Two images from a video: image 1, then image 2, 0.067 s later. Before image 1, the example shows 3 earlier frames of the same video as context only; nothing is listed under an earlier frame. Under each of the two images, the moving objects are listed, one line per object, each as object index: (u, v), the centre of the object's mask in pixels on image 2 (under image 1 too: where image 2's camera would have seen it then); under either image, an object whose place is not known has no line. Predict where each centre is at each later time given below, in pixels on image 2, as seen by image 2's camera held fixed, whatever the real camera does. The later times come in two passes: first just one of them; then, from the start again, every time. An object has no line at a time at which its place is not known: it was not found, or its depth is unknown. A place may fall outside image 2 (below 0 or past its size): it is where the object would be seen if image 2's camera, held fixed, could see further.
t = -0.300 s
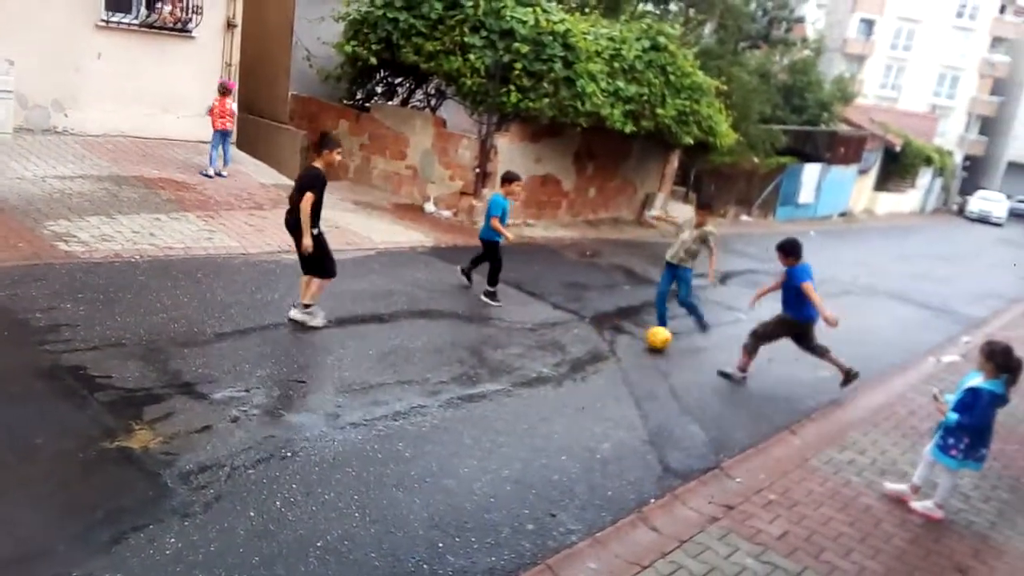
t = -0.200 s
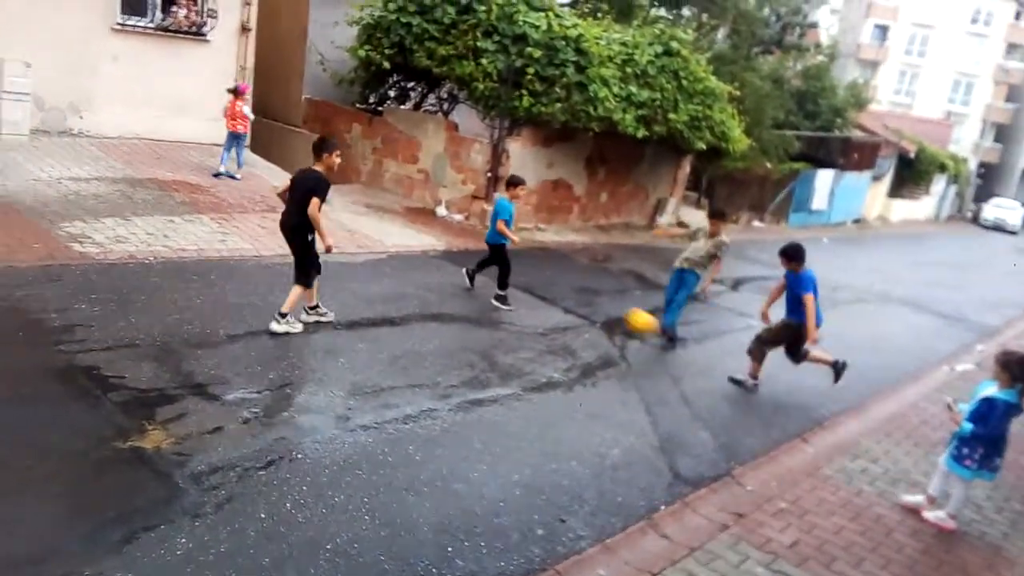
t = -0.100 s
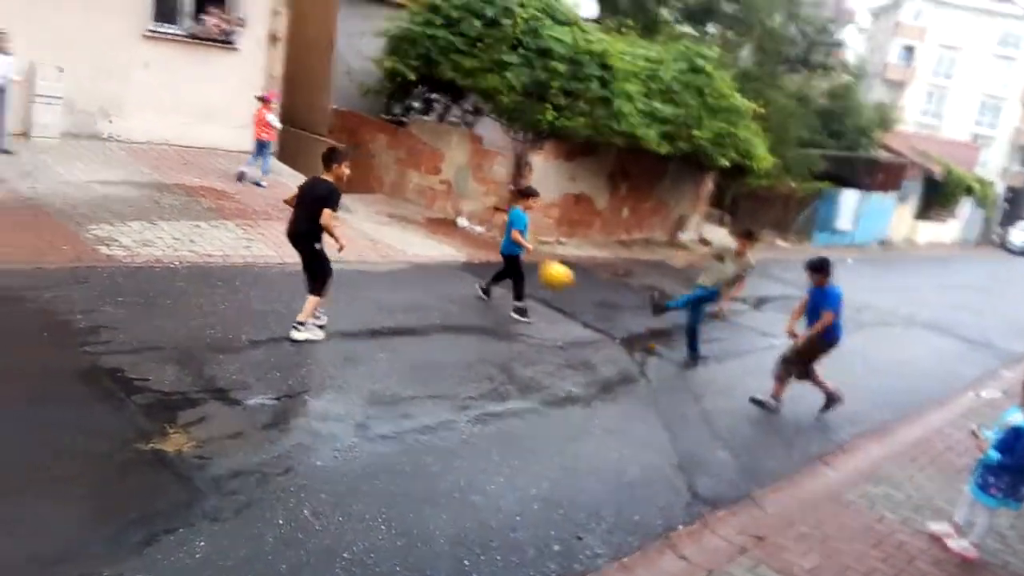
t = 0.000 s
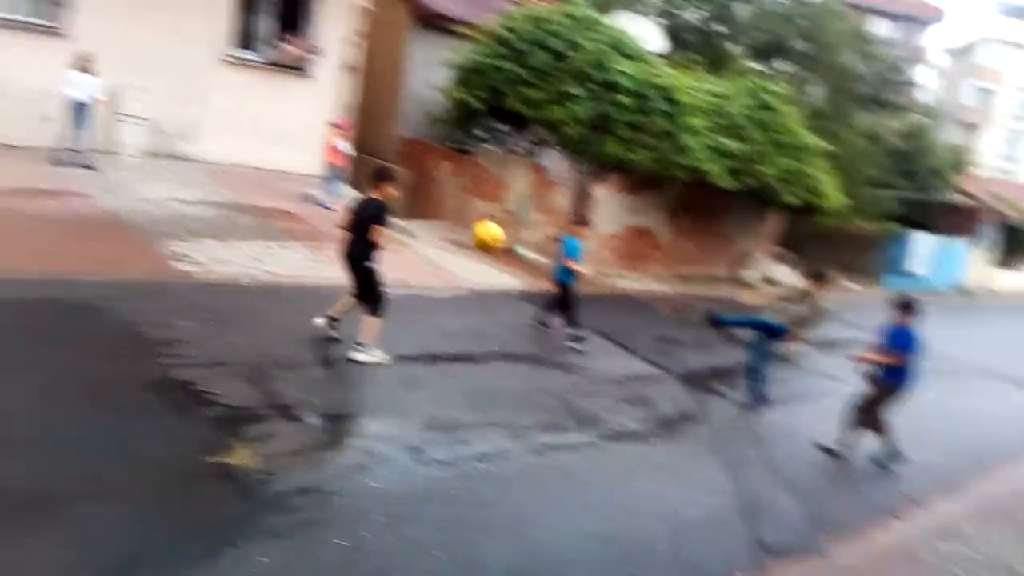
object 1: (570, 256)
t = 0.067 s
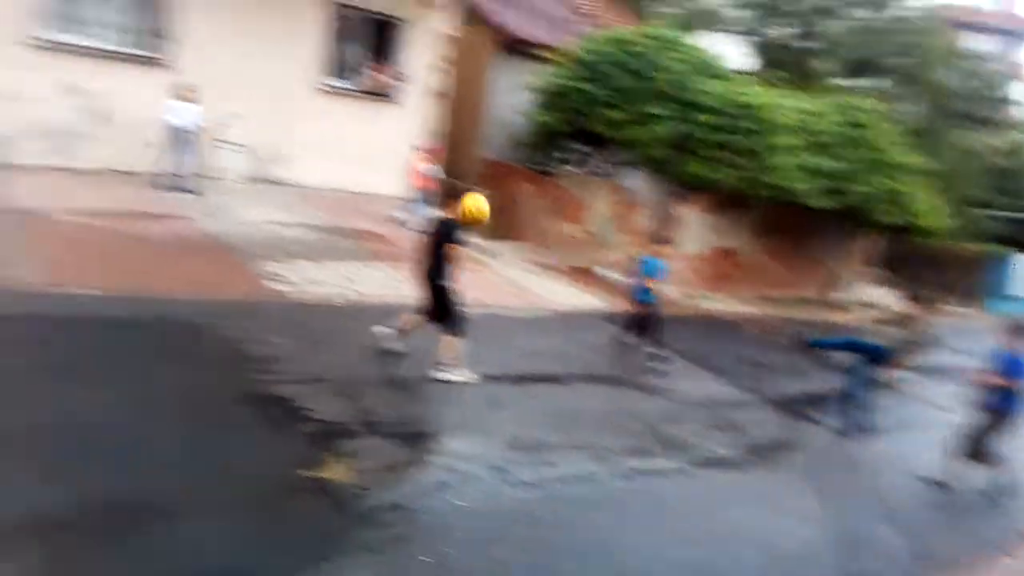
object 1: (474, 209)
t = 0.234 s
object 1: (199, 100)
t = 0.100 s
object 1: (423, 187)
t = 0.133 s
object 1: (370, 165)
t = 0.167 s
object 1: (313, 144)
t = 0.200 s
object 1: (257, 121)
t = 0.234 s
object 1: (199, 100)
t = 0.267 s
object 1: (137, 82)
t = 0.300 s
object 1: (75, 65)
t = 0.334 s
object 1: (11, 48)
